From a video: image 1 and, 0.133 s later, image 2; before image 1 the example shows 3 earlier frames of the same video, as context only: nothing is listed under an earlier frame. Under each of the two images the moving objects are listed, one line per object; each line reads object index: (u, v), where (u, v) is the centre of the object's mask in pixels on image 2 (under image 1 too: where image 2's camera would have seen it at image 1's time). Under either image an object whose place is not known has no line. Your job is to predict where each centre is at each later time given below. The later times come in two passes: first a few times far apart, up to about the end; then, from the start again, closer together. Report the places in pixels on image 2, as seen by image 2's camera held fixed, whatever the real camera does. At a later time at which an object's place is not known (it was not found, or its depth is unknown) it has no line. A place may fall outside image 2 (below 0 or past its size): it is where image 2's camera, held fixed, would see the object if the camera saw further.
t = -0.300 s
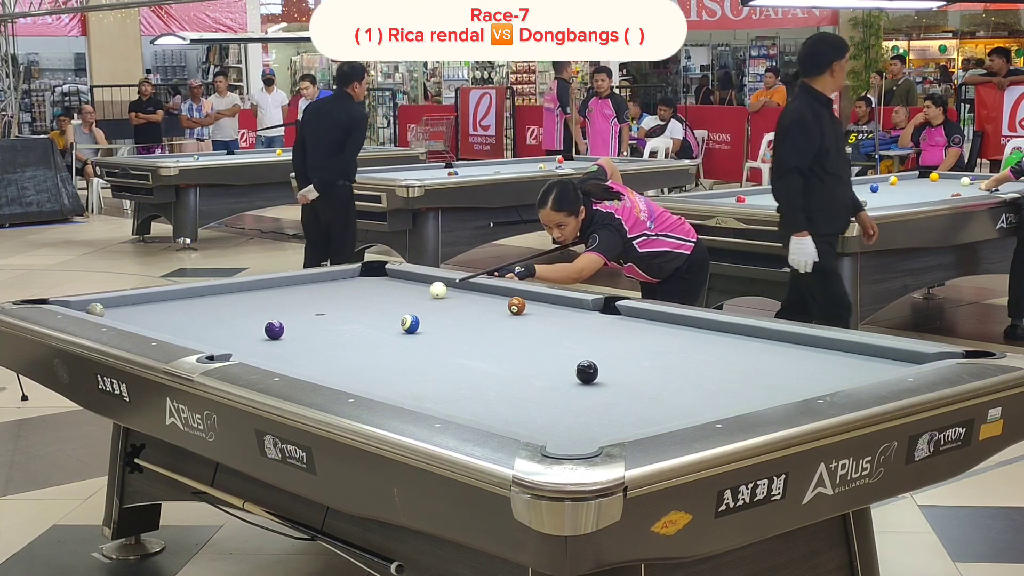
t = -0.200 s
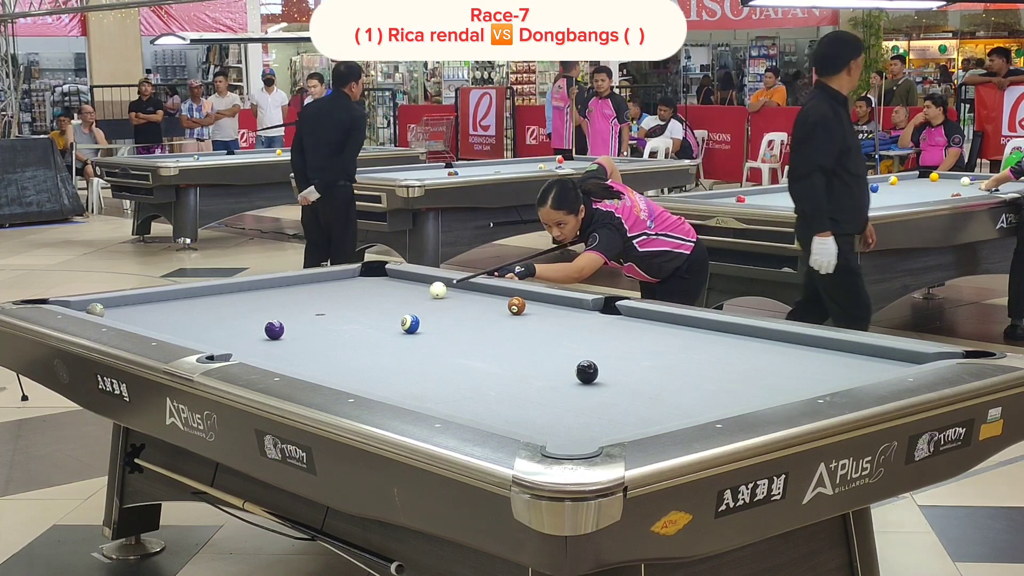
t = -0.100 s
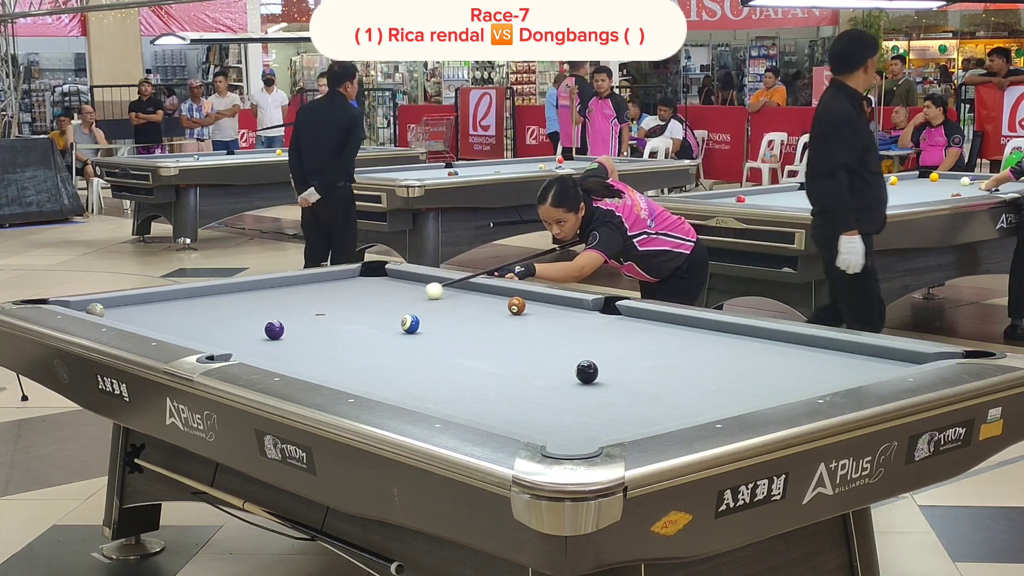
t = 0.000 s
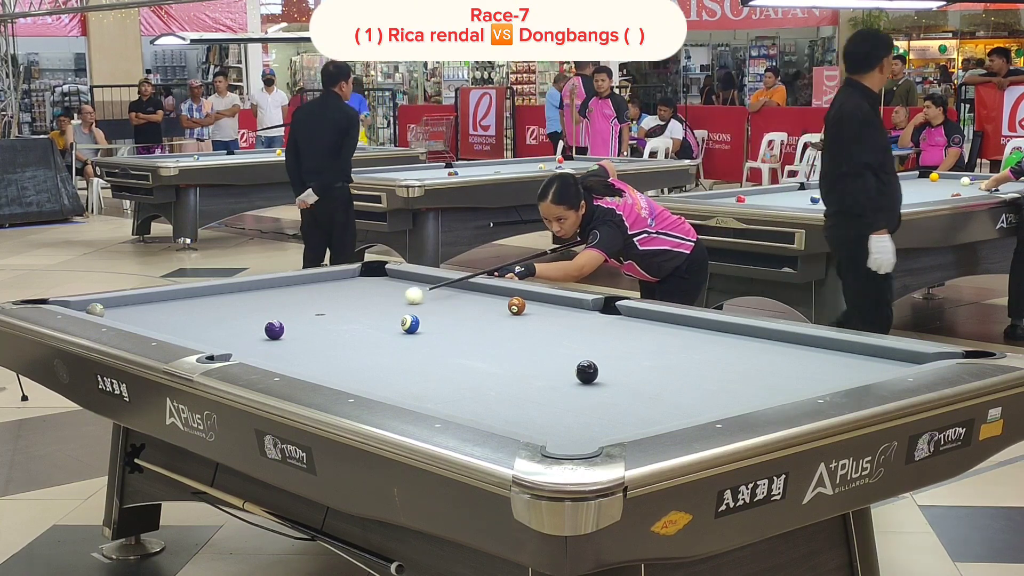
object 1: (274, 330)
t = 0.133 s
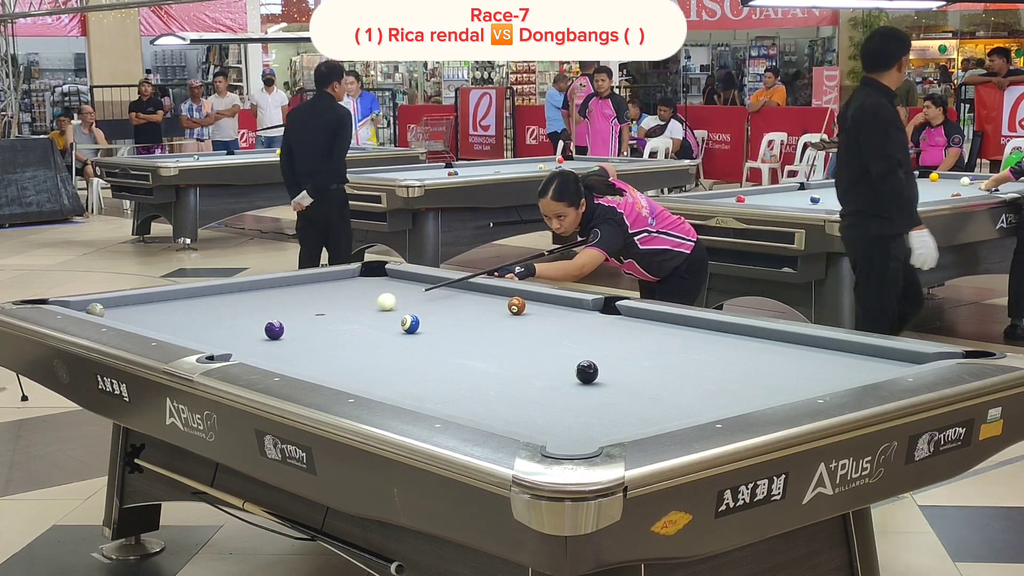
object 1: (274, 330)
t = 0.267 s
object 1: (274, 330)
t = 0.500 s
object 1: (274, 330)
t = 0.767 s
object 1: (266, 336)
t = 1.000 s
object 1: (254, 344)
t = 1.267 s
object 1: (241, 352)
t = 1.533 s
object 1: (261, 354)
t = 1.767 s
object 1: (283, 356)
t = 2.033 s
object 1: (306, 357)
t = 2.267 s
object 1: (326, 358)
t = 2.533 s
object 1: (345, 358)
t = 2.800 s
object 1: (363, 359)
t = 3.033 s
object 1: (376, 359)
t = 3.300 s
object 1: (390, 359)
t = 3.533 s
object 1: (400, 359)
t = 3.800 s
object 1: (409, 359)
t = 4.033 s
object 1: (416, 359)
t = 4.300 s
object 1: (422, 359)
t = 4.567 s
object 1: (426, 359)
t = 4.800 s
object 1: (428, 359)
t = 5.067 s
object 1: (428, 359)
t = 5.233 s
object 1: (428, 359)
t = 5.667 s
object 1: (428, 360)
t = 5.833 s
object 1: (428, 360)
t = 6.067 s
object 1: (428, 359)
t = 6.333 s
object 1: (428, 359)
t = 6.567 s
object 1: (428, 359)
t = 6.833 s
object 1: (428, 359)
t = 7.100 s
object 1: (428, 359)
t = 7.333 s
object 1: (428, 359)
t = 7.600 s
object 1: (428, 359)
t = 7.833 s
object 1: (428, 359)
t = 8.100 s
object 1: (428, 359)
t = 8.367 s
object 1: (428, 359)
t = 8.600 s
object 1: (428, 359)
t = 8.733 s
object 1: (428, 359)
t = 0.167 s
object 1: (274, 330)
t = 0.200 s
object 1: (274, 330)
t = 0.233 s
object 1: (274, 330)
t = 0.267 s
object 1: (274, 330)
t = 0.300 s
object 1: (274, 330)
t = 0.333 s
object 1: (274, 330)
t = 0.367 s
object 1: (274, 330)
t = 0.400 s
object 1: (274, 330)
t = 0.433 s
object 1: (274, 330)
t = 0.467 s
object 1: (274, 330)
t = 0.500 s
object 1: (274, 330)
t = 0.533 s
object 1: (274, 330)
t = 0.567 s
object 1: (274, 330)
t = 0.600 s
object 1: (274, 330)
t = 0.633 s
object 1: (273, 331)
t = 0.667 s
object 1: (271, 332)
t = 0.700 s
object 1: (269, 334)
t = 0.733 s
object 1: (267, 335)
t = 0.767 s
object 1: (266, 336)
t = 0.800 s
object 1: (264, 337)
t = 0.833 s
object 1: (262, 339)
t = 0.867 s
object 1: (261, 340)
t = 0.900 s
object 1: (259, 341)
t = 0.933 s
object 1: (257, 342)
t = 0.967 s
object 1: (256, 343)
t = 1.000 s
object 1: (254, 344)
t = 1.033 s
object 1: (252, 345)
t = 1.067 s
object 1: (251, 347)
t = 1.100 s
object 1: (249, 348)
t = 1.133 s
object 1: (247, 349)
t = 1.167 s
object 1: (246, 349)
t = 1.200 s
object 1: (244, 350)
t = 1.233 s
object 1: (242, 351)
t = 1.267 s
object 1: (241, 352)
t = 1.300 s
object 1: (240, 352)
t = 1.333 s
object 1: (240, 353)
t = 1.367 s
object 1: (243, 353)
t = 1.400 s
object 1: (247, 353)
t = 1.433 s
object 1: (250, 353)
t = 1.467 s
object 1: (254, 353)
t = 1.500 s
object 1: (257, 353)
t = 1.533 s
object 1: (261, 354)
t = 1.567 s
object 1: (264, 354)
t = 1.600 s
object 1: (267, 355)
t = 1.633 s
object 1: (270, 355)
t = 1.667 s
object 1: (274, 355)
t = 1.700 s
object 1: (277, 356)
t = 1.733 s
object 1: (280, 356)
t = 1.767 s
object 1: (283, 356)
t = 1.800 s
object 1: (286, 357)
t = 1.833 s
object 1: (289, 357)
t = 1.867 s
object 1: (292, 357)
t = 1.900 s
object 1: (295, 357)
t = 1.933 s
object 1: (298, 357)
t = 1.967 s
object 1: (301, 358)
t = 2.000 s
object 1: (304, 357)
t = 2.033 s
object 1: (306, 357)
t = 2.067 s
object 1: (309, 357)
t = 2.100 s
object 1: (312, 357)
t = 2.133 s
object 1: (315, 358)
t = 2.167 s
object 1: (318, 358)
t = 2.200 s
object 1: (320, 358)
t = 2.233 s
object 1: (323, 358)
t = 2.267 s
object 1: (326, 358)
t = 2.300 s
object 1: (328, 358)
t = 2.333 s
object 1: (331, 358)
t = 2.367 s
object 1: (333, 358)
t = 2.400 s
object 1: (336, 358)
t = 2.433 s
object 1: (338, 358)
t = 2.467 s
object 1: (340, 358)
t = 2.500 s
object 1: (343, 358)
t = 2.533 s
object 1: (345, 358)
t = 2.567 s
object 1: (347, 358)
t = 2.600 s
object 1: (350, 358)
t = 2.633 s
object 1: (352, 358)
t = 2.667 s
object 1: (354, 358)
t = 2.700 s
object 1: (356, 358)
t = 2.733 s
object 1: (358, 358)
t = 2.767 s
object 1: (361, 358)
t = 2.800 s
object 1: (363, 359)
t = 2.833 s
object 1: (365, 359)
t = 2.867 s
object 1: (367, 359)
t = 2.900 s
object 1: (369, 359)
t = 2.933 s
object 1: (371, 359)
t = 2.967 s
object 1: (372, 359)
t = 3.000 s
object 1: (374, 359)
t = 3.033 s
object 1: (376, 359)
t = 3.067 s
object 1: (378, 359)
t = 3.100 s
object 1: (380, 359)
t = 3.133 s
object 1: (382, 359)
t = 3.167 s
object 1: (383, 359)
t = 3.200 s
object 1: (385, 359)
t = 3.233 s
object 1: (387, 359)
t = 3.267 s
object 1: (388, 359)
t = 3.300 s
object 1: (390, 359)
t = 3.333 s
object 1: (391, 359)
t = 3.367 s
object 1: (393, 359)
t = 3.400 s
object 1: (394, 359)
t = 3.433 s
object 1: (396, 359)
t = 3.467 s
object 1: (397, 359)
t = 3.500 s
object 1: (399, 359)
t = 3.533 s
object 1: (400, 359)
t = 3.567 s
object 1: (401, 359)
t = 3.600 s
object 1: (403, 359)
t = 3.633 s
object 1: (404, 359)
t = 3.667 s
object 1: (405, 359)
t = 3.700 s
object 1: (406, 359)
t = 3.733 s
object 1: (407, 359)
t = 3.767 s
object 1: (408, 359)
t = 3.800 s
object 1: (409, 359)
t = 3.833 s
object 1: (411, 359)
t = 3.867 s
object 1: (412, 359)
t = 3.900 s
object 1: (413, 359)
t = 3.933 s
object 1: (414, 359)
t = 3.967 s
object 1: (414, 359)
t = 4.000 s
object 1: (415, 359)
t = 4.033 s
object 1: (416, 359)
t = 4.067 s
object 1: (417, 359)
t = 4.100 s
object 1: (418, 359)
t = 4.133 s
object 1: (419, 359)
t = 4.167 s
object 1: (420, 359)
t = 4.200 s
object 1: (420, 359)
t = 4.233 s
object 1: (421, 359)
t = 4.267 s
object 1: (422, 359)
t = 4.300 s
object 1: (422, 359)
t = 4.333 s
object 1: (423, 359)
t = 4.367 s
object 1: (423, 359)
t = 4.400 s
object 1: (424, 359)
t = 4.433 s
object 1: (424, 359)
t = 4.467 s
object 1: (425, 359)
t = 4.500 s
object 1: (425, 359)
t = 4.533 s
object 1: (426, 359)
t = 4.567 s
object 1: (426, 359)
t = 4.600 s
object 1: (427, 359)
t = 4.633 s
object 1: (427, 359)
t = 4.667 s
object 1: (427, 359)
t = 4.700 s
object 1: (428, 359)
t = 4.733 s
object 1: (428, 359)
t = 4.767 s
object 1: (428, 359)
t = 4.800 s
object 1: (428, 359)
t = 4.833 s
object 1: (428, 359)
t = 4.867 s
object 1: (428, 359)
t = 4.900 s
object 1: (429, 359)
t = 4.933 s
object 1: (428, 359)
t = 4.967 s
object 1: (428, 359)
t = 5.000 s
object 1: (428, 359)
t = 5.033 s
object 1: (428, 359)
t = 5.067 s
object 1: (428, 359)
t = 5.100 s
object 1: (428, 359)
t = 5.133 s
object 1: (428, 359)
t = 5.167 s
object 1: (428, 359)
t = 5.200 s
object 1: (428, 359)
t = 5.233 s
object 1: (428, 359)
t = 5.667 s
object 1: (428, 360)
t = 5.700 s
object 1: (428, 360)
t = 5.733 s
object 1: (428, 360)
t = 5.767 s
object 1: (428, 360)
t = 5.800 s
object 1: (428, 360)
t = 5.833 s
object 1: (428, 360)
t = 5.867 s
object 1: (428, 359)
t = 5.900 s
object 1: (428, 359)
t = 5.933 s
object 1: (428, 359)
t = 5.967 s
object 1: (428, 359)
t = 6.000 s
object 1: (428, 359)
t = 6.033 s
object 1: (428, 359)
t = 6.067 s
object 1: (428, 359)
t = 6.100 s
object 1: (428, 359)
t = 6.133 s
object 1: (428, 359)
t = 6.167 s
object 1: (428, 359)
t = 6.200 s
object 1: (428, 359)
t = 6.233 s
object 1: (428, 359)
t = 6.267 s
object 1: (428, 359)
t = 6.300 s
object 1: (428, 359)
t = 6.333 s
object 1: (428, 359)
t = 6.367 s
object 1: (428, 359)
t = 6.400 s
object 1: (428, 359)
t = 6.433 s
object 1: (428, 359)
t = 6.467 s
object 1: (428, 359)
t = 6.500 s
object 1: (428, 359)
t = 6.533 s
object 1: (428, 359)
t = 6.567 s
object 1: (428, 359)
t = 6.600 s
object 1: (428, 359)
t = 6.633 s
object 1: (428, 359)
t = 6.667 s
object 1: (428, 359)
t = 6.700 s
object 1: (428, 359)
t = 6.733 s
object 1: (428, 359)
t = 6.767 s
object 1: (428, 359)
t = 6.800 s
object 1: (428, 359)
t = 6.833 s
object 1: (428, 359)
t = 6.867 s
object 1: (428, 359)
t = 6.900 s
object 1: (428, 359)
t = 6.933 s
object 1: (428, 359)
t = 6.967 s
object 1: (428, 359)
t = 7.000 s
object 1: (428, 359)
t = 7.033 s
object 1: (428, 359)
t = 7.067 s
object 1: (428, 359)
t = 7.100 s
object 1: (428, 359)
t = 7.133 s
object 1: (428, 359)
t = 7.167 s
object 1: (428, 359)
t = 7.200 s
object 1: (428, 359)
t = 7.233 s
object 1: (428, 359)
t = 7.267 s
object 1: (428, 359)
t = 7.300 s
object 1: (428, 359)
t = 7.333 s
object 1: (428, 359)
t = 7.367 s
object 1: (428, 359)
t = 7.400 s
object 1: (428, 359)
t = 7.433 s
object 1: (428, 359)
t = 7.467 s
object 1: (428, 359)
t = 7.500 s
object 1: (428, 359)
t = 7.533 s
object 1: (428, 359)
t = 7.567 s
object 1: (428, 359)
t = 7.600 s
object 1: (428, 359)
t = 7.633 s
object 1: (428, 359)
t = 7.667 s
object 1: (428, 359)
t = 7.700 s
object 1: (428, 359)
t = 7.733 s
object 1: (428, 359)
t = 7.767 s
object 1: (428, 359)
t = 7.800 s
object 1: (428, 359)
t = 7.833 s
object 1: (428, 359)
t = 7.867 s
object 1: (428, 359)
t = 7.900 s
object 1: (428, 359)
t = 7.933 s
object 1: (428, 359)
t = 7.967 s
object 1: (428, 359)
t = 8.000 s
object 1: (428, 359)
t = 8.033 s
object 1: (428, 359)
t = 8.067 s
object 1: (428, 359)
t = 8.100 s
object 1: (428, 359)
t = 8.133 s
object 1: (428, 359)
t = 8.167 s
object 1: (428, 359)
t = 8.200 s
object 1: (428, 359)
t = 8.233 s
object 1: (428, 359)
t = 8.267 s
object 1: (428, 359)
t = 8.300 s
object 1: (428, 359)
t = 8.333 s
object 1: (428, 359)
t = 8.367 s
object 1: (428, 359)
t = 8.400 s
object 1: (428, 359)
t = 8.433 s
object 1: (428, 359)
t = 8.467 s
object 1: (428, 359)
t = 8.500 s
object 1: (428, 359)
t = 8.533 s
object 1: (428, 359)
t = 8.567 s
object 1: (428, 359)
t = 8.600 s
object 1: (428, 359)
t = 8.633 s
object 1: (428, 359)
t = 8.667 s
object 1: (428, 359)
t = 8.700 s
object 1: (428, 359)
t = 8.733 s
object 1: (428, 359)
